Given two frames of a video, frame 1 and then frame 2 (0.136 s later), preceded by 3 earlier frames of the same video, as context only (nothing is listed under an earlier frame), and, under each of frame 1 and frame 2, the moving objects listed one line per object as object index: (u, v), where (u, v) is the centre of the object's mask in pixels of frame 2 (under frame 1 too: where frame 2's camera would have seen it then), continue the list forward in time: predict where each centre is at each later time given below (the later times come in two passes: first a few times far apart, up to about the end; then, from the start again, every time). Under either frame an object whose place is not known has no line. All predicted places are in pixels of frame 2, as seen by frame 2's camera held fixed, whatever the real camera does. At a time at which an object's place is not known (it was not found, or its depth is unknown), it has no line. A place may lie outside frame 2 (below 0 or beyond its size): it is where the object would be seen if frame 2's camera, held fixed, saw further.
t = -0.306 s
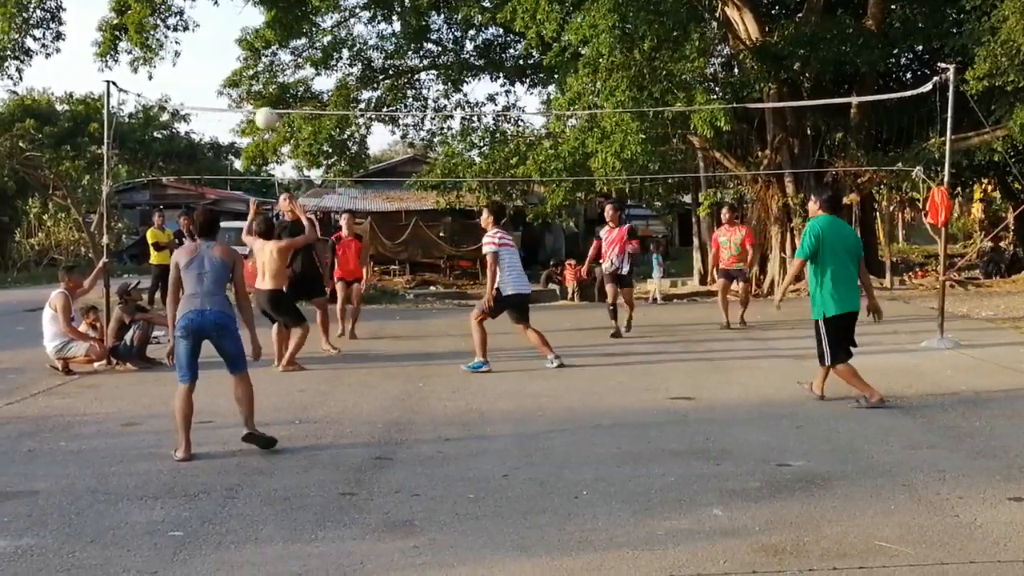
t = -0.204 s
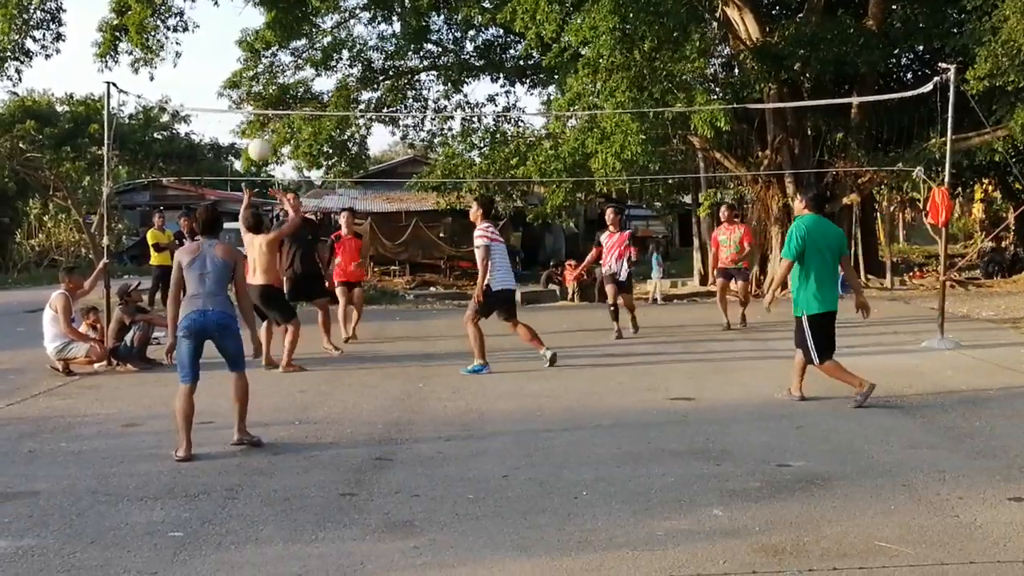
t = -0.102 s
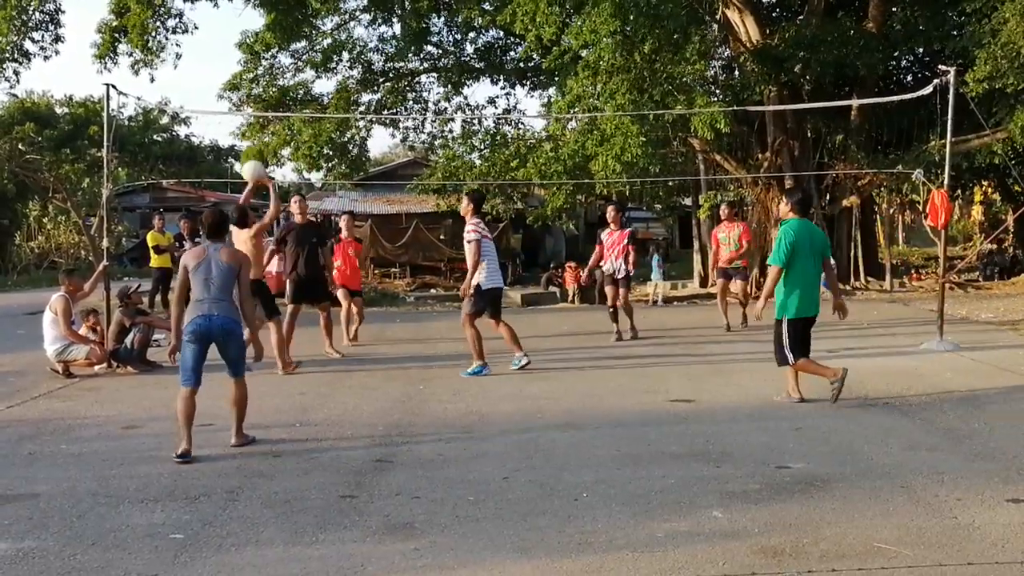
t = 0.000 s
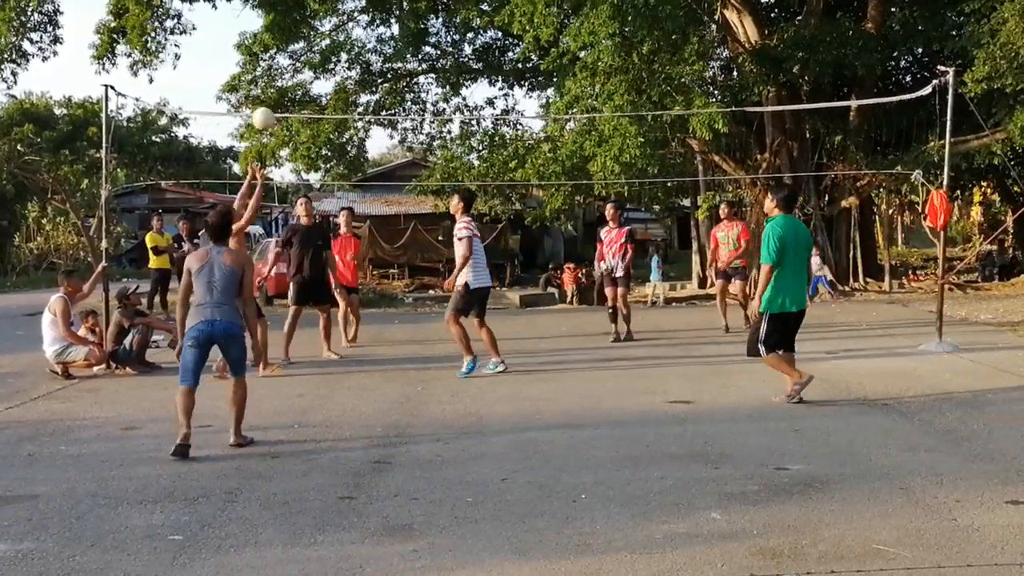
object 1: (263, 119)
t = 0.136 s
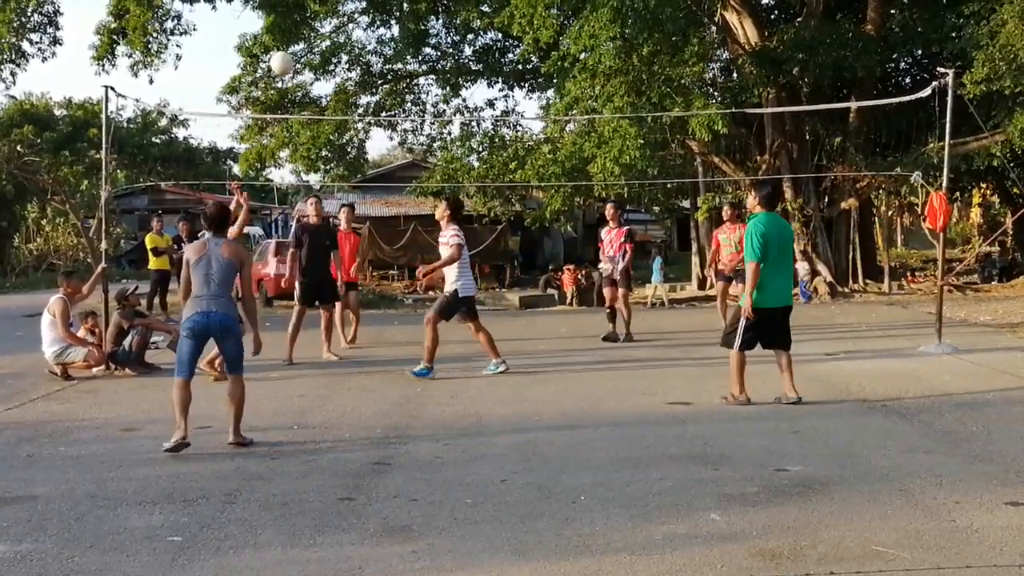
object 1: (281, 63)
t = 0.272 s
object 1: (300, 26)
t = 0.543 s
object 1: (340, 12)
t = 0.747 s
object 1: (371, 56)
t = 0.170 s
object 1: (286, 51)
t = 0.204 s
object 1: (291, 41)
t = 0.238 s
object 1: (295, 33)
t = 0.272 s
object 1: (300, 26)
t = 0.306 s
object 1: (305, 20)
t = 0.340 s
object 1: (310, 15)
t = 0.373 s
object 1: (314, 11)
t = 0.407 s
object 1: (319, 10)
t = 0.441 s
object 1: (324, 9)
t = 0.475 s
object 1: (329, 9)
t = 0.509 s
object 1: (334, 10)
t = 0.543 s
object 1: (340, 12)
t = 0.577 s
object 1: (345, 17)
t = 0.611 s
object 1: (349, 22)
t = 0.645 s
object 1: (355, 28)
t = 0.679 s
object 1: (359, 36)
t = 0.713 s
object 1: (365, 46)
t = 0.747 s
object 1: (371, 56)
